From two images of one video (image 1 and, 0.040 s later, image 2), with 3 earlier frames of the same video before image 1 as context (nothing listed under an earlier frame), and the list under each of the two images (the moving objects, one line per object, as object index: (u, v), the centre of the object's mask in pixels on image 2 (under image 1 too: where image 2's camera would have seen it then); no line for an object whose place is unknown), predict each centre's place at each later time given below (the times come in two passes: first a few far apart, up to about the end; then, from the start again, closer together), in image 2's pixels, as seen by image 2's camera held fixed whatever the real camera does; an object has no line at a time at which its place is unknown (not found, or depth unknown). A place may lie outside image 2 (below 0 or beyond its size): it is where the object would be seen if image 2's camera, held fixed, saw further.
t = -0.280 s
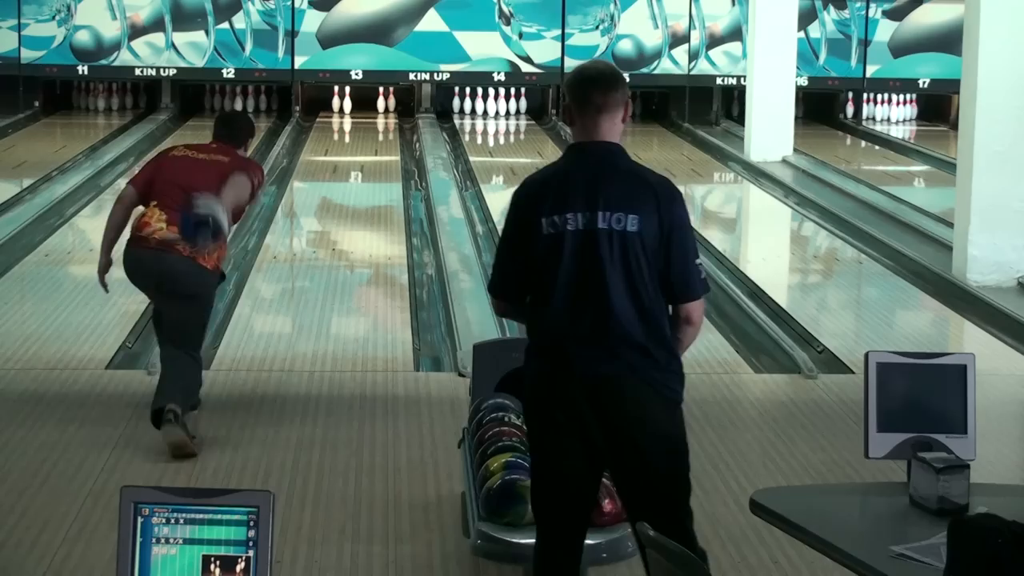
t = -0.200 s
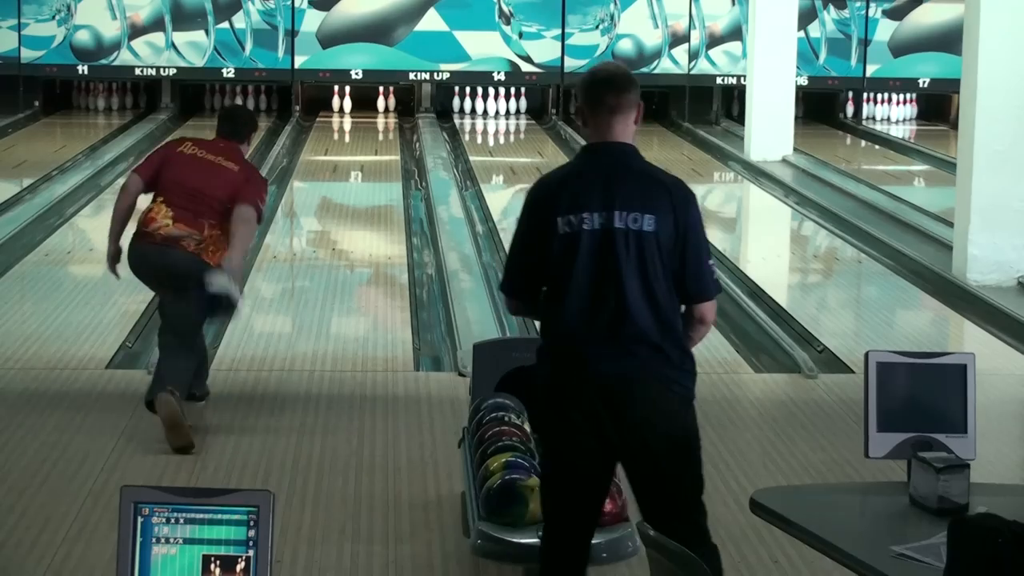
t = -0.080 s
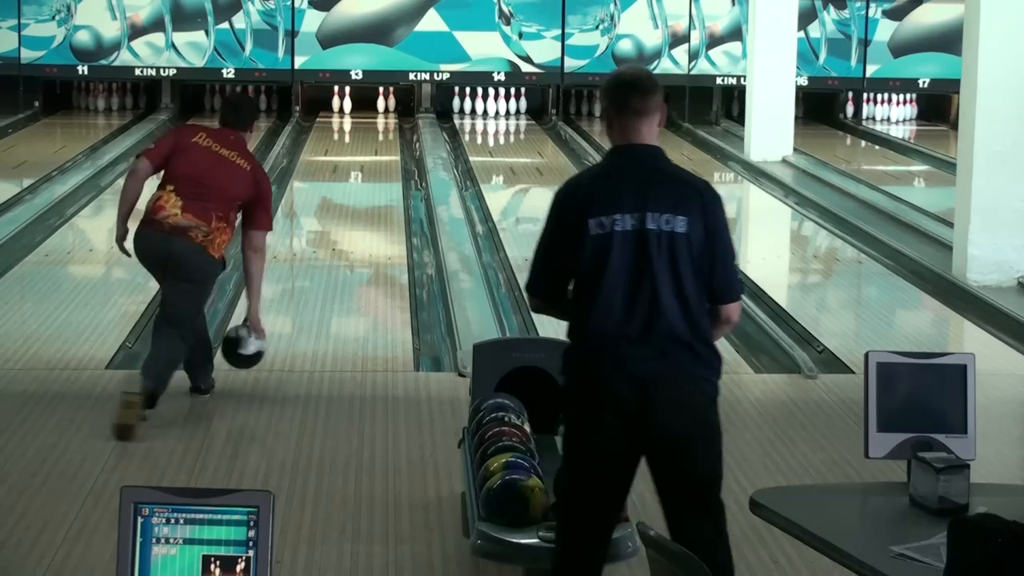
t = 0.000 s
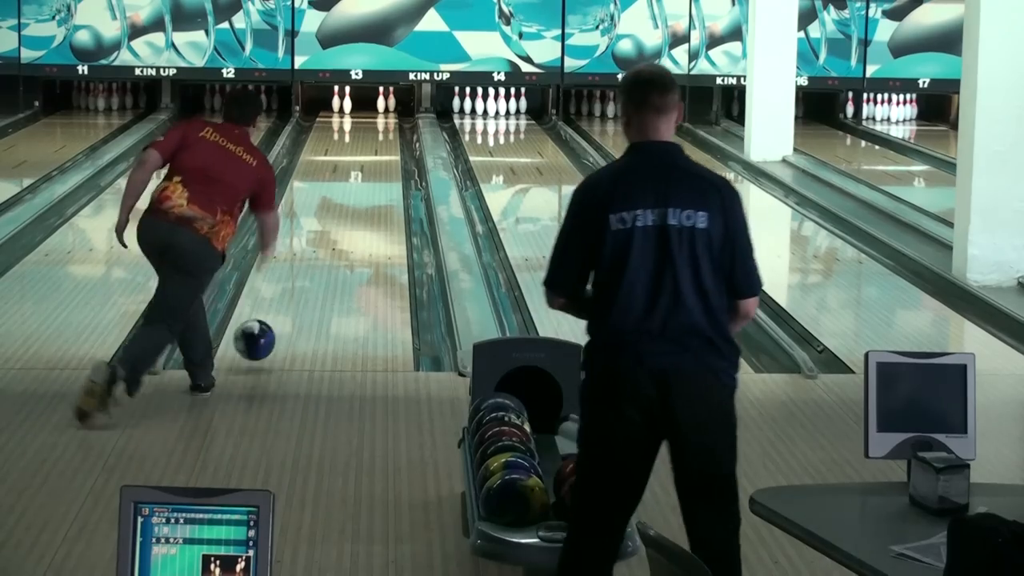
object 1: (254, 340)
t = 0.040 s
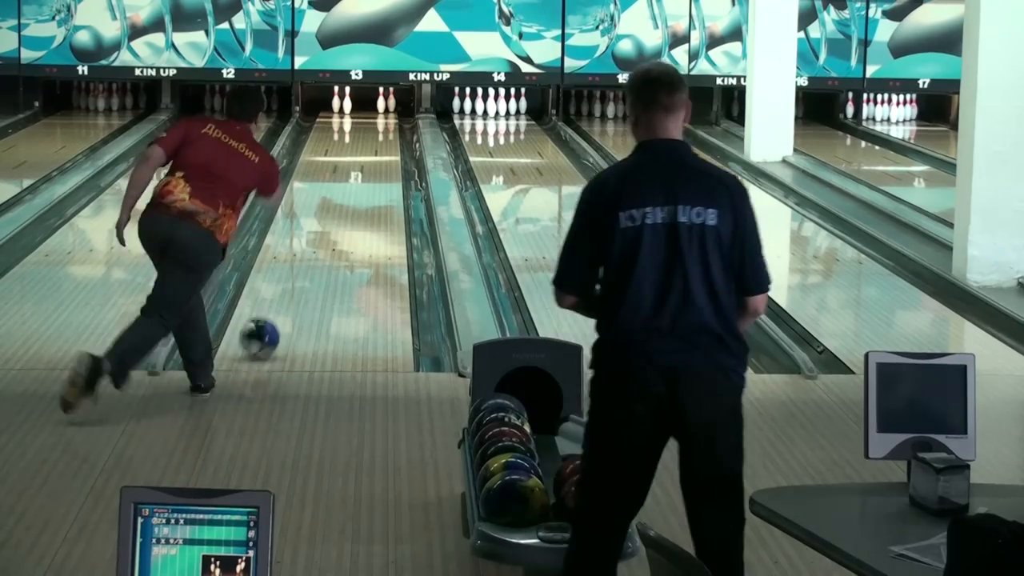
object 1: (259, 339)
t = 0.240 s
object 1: (280, 288)
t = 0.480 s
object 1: (297, 243)
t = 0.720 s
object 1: (311, 208)
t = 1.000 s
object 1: (323, 176)
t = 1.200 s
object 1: (337, 159)
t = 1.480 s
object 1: (336, 138)
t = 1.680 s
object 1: (334, 133)
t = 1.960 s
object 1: (340, 113)
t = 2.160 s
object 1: (336, 105)
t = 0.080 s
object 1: (263, 325)
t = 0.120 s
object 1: (268, 314)
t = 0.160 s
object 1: (271, 307)
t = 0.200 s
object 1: (275, 297)
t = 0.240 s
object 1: (280, 288)
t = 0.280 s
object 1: (283, 279)
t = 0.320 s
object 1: (286, 270)
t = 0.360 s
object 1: (289, 262)
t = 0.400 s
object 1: (291, 256)
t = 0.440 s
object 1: (293, 250)
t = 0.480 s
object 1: (297, 243)
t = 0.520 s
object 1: (300, 236)
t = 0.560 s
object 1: (304, 227)
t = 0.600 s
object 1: (305, 223)
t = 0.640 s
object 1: (306, 218)
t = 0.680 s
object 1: (306, 214)
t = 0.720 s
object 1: (311, 208)
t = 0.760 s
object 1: (313, 203)
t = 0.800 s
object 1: (316, 198)
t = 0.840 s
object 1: (317, 193)
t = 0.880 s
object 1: (318, 189)
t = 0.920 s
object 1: (320, 184)
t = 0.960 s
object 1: (321, 181)
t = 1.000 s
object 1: (323, 176)
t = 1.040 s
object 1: (325, 173)
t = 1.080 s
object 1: (327, 169)
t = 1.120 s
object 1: (328, 166)
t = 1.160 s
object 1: (331, 163)
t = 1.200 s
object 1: (337, 159)
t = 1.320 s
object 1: (330, 152)
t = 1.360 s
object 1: (334, 148)
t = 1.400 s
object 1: (334, 145)
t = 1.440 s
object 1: (335, 142)
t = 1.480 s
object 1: (336, 138)
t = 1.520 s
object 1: (338, 136)
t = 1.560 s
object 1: (337, 135)
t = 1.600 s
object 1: (338, 134)
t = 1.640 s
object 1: (335, 134)
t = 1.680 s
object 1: (334, 133)
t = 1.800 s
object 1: (346, 119)
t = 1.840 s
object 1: (343, 118)
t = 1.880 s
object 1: (341, 118)
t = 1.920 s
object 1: (340, 115)
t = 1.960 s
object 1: (340, 113)
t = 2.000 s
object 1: (340, 111)
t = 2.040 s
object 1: (340, 110)
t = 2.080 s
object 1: (340, 108)
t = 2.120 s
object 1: (339, 106)
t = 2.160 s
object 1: (336, 105)
